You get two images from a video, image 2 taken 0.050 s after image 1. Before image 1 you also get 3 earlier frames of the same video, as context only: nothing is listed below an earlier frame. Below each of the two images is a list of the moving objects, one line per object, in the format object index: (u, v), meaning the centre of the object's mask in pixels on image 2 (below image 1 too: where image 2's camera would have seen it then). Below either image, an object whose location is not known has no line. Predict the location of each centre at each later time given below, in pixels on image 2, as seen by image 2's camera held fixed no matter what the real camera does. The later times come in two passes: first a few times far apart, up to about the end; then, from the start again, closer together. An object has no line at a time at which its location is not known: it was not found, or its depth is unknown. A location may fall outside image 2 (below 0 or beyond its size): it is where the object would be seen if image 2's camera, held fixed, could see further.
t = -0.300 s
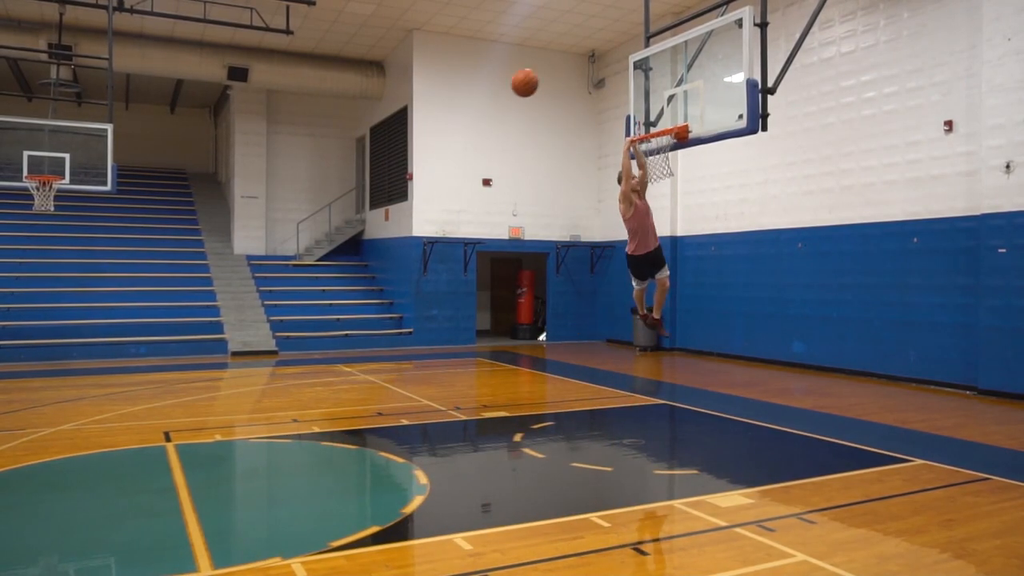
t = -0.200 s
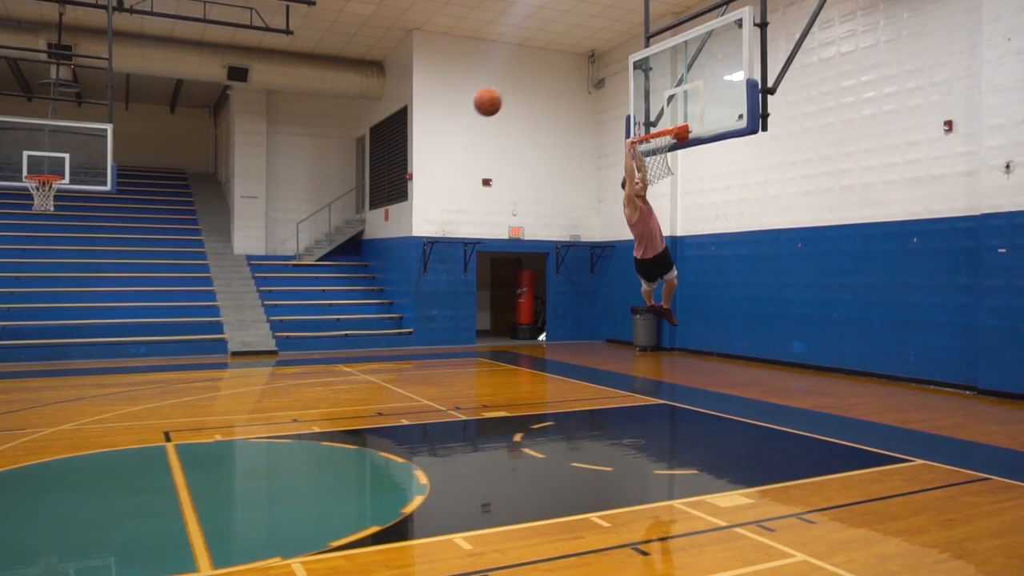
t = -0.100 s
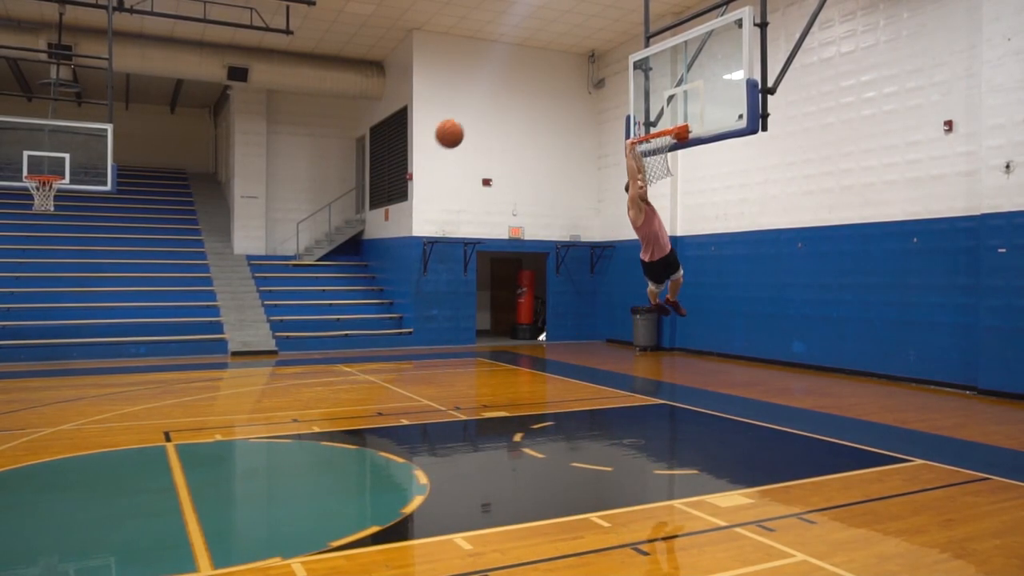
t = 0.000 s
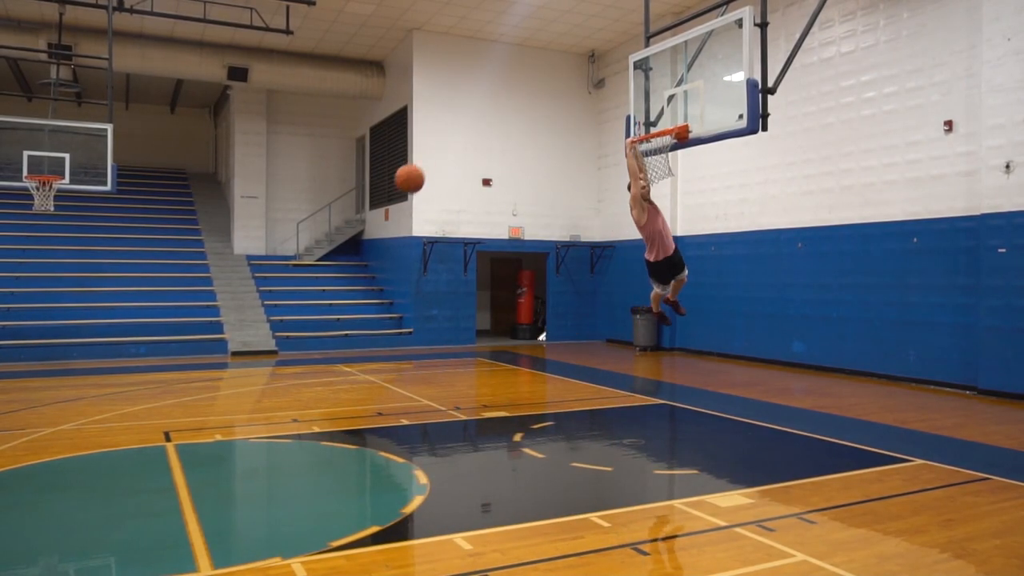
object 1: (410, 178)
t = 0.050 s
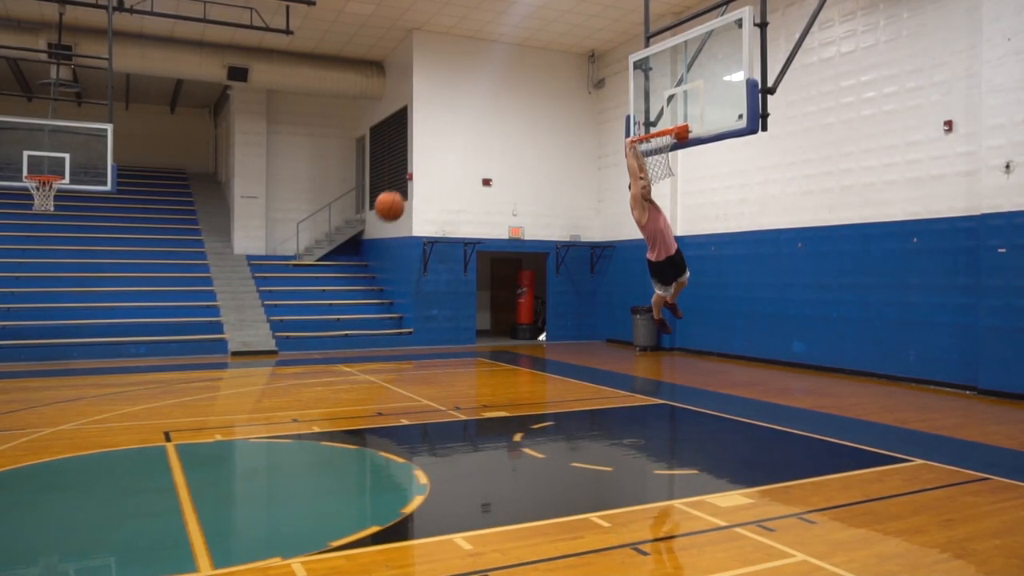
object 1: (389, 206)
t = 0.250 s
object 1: (305, 354)
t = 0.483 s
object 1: (225, 398)
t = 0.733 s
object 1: (168, 268)
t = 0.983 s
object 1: (104, 212)
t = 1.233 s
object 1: (36, 245)
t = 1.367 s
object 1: (8, 303)
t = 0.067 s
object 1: (383, 216)
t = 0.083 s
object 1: (375, 227)
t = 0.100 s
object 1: (368, 238)
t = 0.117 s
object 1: (362, 249)
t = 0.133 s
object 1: (355, 260)
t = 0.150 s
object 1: (348, 272)
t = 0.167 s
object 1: (341, 285)
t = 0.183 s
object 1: (334, 298)
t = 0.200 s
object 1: (326, 312)
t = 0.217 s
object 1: (319, 325)
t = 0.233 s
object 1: (312, 340)
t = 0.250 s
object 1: (305, 354)
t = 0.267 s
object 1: (297, 369)
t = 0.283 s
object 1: (290, 386)
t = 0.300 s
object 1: (283, 402)
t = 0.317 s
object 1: (275, 419)
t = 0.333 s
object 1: (268, 437)
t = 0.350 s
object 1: (260, 455)
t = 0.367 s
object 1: (253, 472)
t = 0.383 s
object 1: (248, 471)
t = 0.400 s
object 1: (244, 458)
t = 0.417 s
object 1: (241, 446)
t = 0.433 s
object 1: (237, 433)
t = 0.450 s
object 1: (233, 421)
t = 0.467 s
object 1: (229, 409)
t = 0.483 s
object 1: (225, 398)
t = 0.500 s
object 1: (223, 392)
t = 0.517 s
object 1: (219, 381)
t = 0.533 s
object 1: (216, 371)
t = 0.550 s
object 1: (212, 360)
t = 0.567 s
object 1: (208, 350)
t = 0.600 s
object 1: (200, 331)
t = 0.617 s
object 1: (196, 322)
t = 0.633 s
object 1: (192, 314)
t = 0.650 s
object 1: (188, 305)
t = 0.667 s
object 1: (184, 297)
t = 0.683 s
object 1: (180, 289)
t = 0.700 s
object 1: (176, 282)
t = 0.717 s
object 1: (172, 275)
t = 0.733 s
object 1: (168, 268)
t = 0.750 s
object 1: (163, 262)
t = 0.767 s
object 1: (159, 256)
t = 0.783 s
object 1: (155, 251)
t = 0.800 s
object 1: (151, 245)
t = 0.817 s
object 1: (147, 241)
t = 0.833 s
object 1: (143, 236)
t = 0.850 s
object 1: (138, 232)
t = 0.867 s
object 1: (134, 228)
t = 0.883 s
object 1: (130, 225)
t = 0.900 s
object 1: (125, 221)
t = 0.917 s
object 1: (121, 219)
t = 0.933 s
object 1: (117, 217)
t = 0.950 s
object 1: (113, 215)
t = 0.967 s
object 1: (108, 213)
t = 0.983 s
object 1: (104, 212)
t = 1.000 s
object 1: (99, 211)
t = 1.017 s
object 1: (95, 211)
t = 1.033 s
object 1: (91, 211)
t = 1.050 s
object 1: (86, 212)
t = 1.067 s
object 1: (82, 213)
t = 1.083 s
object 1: (77, 214)
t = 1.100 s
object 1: (73, 216)
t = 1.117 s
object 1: (68, 218)
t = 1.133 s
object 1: (64, 221)
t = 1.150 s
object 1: (59, 224)
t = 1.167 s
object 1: (55, 227)
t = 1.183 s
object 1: (50, 231)
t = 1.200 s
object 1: (45, 235)
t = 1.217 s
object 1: (41, 240)
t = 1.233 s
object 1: (36, 245)
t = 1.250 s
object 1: (31, 251)
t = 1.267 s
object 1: (27, 257)
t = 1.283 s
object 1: (22, 263)
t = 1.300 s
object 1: (18, 270)
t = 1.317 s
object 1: (16, 278)
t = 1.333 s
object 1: (13, 286)
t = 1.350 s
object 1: (10, 294)
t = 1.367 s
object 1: (8, 303)
